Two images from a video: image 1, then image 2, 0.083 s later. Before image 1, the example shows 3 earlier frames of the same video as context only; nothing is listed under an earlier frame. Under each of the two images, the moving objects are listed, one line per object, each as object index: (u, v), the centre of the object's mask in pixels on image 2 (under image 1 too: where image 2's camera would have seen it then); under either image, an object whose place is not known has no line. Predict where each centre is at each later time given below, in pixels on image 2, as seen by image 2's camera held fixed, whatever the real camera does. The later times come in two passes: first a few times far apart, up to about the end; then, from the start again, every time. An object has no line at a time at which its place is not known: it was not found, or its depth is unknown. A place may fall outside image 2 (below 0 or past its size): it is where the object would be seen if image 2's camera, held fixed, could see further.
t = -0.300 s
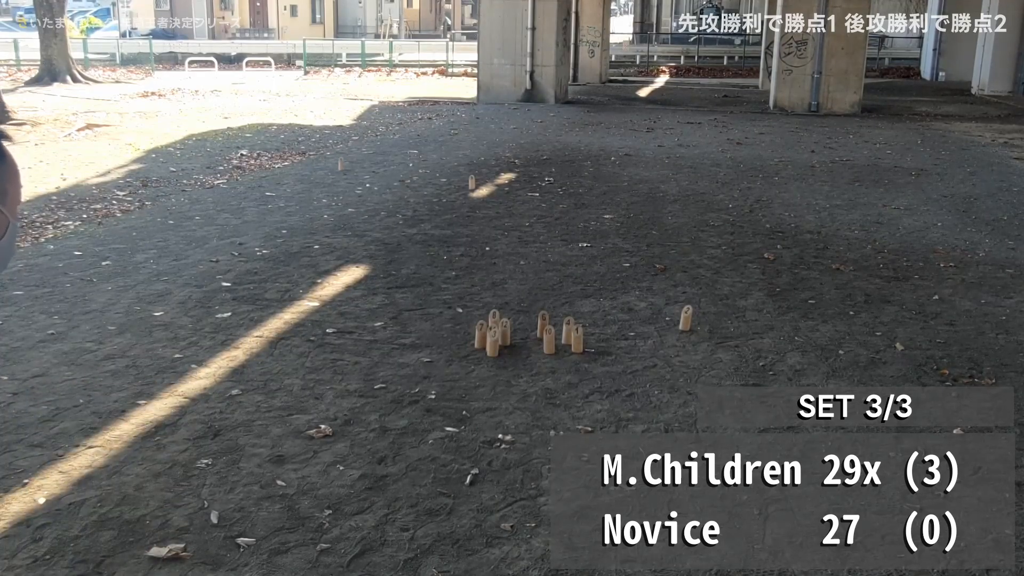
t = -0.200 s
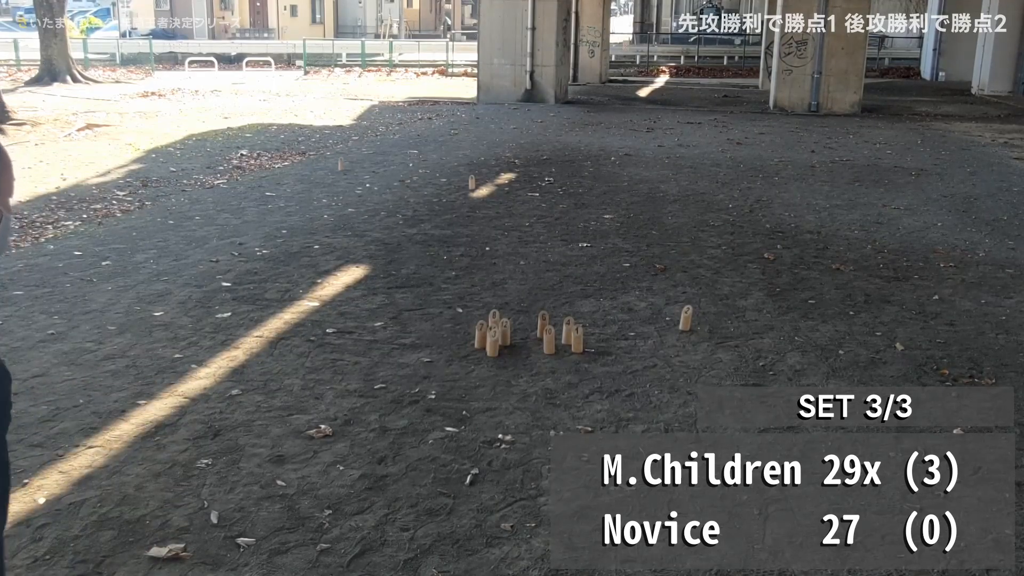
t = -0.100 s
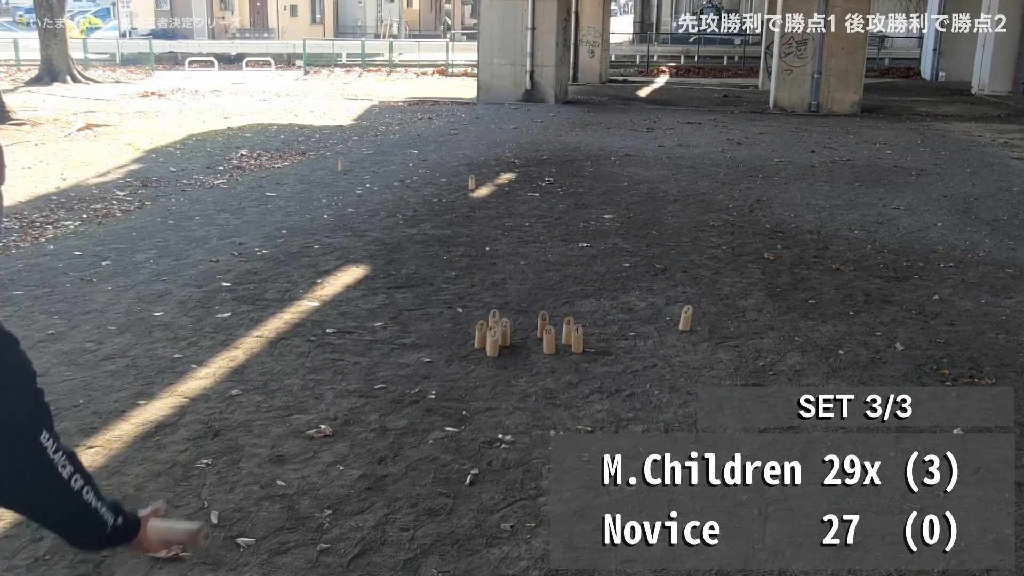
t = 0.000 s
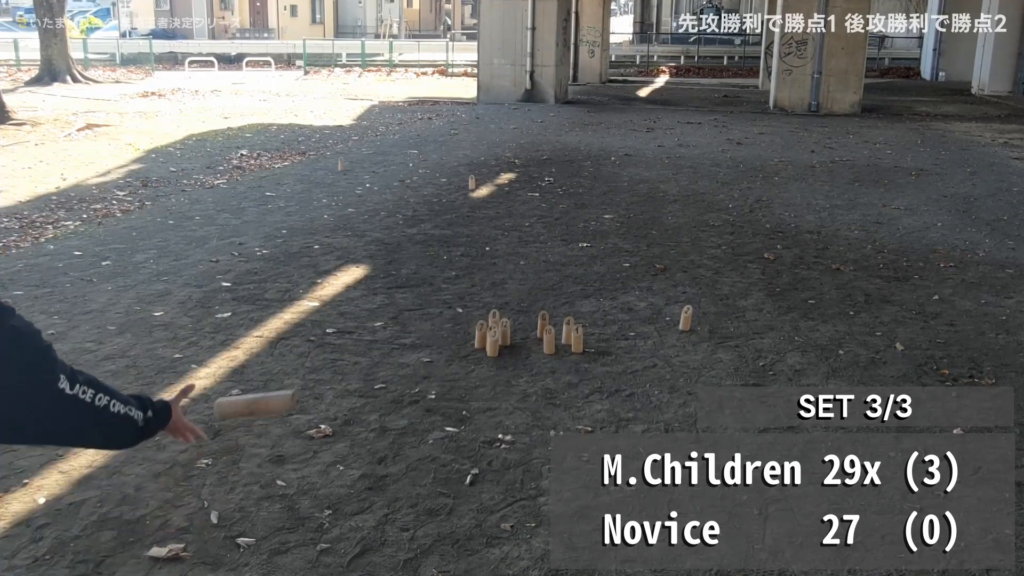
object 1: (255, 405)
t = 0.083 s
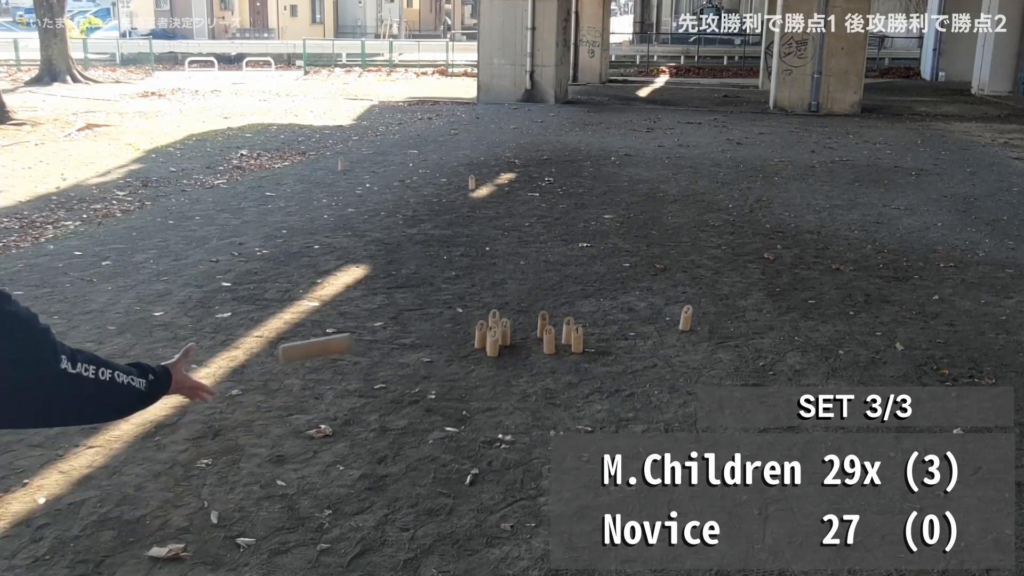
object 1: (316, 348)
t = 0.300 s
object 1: (420, 323)
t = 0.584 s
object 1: (476, 343)
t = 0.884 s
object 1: (460, 335)
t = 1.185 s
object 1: (459, 335)
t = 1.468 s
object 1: (459, 335)
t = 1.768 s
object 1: (459, 335)
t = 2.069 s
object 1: (459, 335)
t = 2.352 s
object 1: (459, 335)
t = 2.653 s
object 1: (459, 335)
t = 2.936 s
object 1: (460, 335)
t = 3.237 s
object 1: (459, 335)
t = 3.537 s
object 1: (459, 335)
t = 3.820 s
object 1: (459, 335)
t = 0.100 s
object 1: (326, 341)
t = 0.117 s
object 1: (337, 335)
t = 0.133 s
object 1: (346, 329)
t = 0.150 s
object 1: (354, 325)
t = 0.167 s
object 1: (363, 322)
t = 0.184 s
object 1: (370, 319)
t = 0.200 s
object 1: (378, 318)
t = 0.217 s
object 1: (387, 317)
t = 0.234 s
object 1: (394, 317)
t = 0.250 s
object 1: (401, 318)
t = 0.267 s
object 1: (408, 319)
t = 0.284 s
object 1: (415, 321)
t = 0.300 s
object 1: (420, 323)
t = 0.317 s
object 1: (427, 326)
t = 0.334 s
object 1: (432, 329)
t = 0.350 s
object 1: (438, 334)
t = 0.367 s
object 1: (443, 338)
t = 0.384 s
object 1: (448, 342)
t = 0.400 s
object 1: (453, 347)
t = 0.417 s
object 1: (458, 352)
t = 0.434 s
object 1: (462, 358)
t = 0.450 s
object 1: (467, 364)
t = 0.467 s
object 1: (471, 369)
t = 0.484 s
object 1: (473, 368)
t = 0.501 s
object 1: (474, 363)
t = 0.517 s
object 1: (474, 358)
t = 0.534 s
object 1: (475, 355)
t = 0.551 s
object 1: (475, 350)
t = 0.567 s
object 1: (476, 347)
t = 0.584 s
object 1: (476, 343)
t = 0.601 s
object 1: (474, 342)
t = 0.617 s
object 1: (475, 342)
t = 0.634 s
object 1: (475, 340)
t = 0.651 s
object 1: (475, 340)
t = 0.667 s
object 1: (473, 339)
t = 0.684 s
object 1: (471, 339)
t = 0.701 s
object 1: (470, 338)
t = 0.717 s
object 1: (469, 338)
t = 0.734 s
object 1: (468, 338)
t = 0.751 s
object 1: (466, 338)
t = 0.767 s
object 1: (465, 338)
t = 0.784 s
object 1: (464, 337)
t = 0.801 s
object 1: (463, 337)
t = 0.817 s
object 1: (462, 336)
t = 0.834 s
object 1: (462, 336)
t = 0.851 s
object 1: (461, 335)
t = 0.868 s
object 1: (460, 335)
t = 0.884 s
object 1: (460, 335)
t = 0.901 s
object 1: (459, 335)
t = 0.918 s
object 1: (459, 334)
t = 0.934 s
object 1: (459, 334)
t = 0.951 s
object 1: (459, 334)
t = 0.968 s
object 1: (458, 334)
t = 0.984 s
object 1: (458, 334)
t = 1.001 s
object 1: (458, 334)
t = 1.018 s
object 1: (458, 334)
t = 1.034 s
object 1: (459, 334)
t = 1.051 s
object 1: (459, 334)
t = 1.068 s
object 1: (459, 334)
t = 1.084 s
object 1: (459, 335)
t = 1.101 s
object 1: (459, 335)
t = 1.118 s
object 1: (459, 335)
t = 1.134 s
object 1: (459, 335)
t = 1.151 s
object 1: (459, 335)
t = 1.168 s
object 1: (459, 335)
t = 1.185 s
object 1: (459, 335)
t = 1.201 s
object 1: (459, 335)
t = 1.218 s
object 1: (459, 335)
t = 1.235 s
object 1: (459, 335)
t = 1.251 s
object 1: (459, 335)
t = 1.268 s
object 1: (459, 335)
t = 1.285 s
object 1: (459, 335)
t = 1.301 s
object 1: (459, 335)
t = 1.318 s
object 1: (459, 335)
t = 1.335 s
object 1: (459, 335)
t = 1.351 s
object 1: (459, 335)
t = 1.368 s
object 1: (459, 335)
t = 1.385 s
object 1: (459, 335)
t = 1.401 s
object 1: (459, 335)
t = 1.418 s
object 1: (459, 335)
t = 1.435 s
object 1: (459, 335)
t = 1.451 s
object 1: (459, 335)
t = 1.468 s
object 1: (459, 335)
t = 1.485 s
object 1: (460, 335)
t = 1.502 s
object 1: (459, 335)
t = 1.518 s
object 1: (460, 335)
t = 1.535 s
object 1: (459, 335)
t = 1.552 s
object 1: (460, 335)
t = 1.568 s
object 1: (459, 335)
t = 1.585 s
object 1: (459, 335)
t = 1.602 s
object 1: (459, 335)
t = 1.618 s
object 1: (459, 335)
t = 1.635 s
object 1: (459, 335)
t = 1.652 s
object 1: (459, 335)
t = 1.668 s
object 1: (459, 335)
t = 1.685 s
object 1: (459, 335)
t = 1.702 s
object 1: (459, 335)
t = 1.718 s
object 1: (459, 335)
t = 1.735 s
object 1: (459, 335)
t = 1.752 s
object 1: (459, 335)
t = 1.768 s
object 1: (459, 335)
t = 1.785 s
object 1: (459, 335)
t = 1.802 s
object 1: (459, 335)
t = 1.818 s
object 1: (459, 335)
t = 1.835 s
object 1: (459, 335)
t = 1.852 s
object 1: (459, 335)
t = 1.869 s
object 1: (459, 335)
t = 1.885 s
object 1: (459, 335)
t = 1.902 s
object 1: (459, 335)
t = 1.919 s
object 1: (459, 335)
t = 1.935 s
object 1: (459, 335)
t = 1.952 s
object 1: (459, 335)
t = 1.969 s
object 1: (459, 335)
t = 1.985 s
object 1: (459, 335)
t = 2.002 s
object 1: (459, 335)
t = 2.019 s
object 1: (459, 335)
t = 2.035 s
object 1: (459, 335)
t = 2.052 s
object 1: (459, 335)
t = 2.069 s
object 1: (459, 335)
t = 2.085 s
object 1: (459, 335)
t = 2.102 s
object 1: (459, 335)
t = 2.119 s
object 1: (459, 335)
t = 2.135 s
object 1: (459, 335)
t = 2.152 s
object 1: (459, 335)
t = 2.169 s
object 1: (459, 335)
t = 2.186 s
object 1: (459, 335)
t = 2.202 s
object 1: (459, 335)
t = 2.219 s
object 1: (460, 335)
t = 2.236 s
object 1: (459, 335)
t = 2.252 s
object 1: (459, 335)
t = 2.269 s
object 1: (459, 335)
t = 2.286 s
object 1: (459, 335)
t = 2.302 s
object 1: (459, 335)
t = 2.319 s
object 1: (459, 335)
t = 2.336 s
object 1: (459, 335)
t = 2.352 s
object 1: (459, 335)
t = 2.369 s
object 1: (459, 335)
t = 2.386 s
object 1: (459, 335)
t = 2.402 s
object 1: (459, 335)
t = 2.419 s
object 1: (460, 335)
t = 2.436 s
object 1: (460, 335)
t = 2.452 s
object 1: (460, 335)
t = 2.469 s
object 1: (459, 335)
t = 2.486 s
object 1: (460, 335)
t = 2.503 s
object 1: (459, 335)
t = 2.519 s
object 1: (459, 335)
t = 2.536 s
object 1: (459, 335)
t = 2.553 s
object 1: (459, 335)
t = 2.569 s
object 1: (459, 335)
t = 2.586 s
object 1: (459, 335)
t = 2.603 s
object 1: (460, 335)
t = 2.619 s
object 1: (459, 335)
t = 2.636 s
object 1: (460, 335)
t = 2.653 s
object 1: (459, 335)
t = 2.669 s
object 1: (460, 335)
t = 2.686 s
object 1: (459, 335)
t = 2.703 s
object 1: (459, 335)
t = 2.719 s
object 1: (459, 335)
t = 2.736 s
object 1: (459, 335)
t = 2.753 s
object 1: (459, 335)
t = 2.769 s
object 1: (459, 335)
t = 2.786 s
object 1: (459, 335)
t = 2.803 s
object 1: (459, 335)
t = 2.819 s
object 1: (459, 335)
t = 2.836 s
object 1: (459, 335)
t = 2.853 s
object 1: (459, 335)
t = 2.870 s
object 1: (460, 335)
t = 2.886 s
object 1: (459, 335)
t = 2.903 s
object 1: (459, 335)
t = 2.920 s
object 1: (460, 335)
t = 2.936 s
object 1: (460, 335)
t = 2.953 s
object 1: (459, 335)
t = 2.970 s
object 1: (460, 335)
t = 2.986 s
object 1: (459, 335)
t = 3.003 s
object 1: (459, 335)
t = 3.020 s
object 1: (459, 335)
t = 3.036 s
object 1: (460, 335)
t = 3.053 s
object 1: (459, 335)
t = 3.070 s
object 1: (460, 335)
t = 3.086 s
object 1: (460, 335)
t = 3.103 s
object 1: (460, 335)
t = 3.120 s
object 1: (459, 335)
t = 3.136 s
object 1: (459, 335)
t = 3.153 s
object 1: (459, 335)
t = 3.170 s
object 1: (459, 335)
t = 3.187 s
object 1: (459, 335)
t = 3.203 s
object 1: (459, 335)
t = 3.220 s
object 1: (459, 335)
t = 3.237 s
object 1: (459, 335)
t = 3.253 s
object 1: (459, 335)
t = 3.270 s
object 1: (459, 335)
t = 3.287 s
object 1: (459, 335)
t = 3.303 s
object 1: (459, 335)
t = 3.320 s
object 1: (459, 335)
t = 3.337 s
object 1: (459, 335)
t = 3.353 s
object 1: (459, 335)
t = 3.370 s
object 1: (459, 335)
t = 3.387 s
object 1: (459, 335)
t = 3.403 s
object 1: (459, 335)
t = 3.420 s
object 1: (460, 335)
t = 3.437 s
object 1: (459, 335)
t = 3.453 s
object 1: (459, 335)
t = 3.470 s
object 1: (459, 335)
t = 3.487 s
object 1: (460, 335)
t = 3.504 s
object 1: (459, 335)
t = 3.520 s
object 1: (459, 335)
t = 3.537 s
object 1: (459, 335)
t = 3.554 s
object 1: (459, 335)
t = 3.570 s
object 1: (459, 335)
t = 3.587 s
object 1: (460, 335)
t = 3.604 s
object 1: (460, 335)
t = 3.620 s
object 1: (459, 335)
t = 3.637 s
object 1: (460, 335)
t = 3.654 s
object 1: (459, 335)
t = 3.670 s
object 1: (460, 335)
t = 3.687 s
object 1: (459, 335)
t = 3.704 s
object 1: (459, 335)
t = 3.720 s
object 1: (459, 335)
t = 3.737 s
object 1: (459, 335)
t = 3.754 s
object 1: (459, 335)
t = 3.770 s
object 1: (460, 335)
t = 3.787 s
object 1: (459, 335)
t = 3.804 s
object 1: (460, 335)
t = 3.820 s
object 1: (459, 335)
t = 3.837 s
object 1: (460, 335)
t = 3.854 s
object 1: (459, 335)
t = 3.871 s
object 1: (460, 335)
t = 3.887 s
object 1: (459, 335)
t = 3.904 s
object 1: (459, 335)
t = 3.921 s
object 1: (459, 335)
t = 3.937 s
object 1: (460, 335)
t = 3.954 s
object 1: (459, 335)
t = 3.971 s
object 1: (460, 335)
